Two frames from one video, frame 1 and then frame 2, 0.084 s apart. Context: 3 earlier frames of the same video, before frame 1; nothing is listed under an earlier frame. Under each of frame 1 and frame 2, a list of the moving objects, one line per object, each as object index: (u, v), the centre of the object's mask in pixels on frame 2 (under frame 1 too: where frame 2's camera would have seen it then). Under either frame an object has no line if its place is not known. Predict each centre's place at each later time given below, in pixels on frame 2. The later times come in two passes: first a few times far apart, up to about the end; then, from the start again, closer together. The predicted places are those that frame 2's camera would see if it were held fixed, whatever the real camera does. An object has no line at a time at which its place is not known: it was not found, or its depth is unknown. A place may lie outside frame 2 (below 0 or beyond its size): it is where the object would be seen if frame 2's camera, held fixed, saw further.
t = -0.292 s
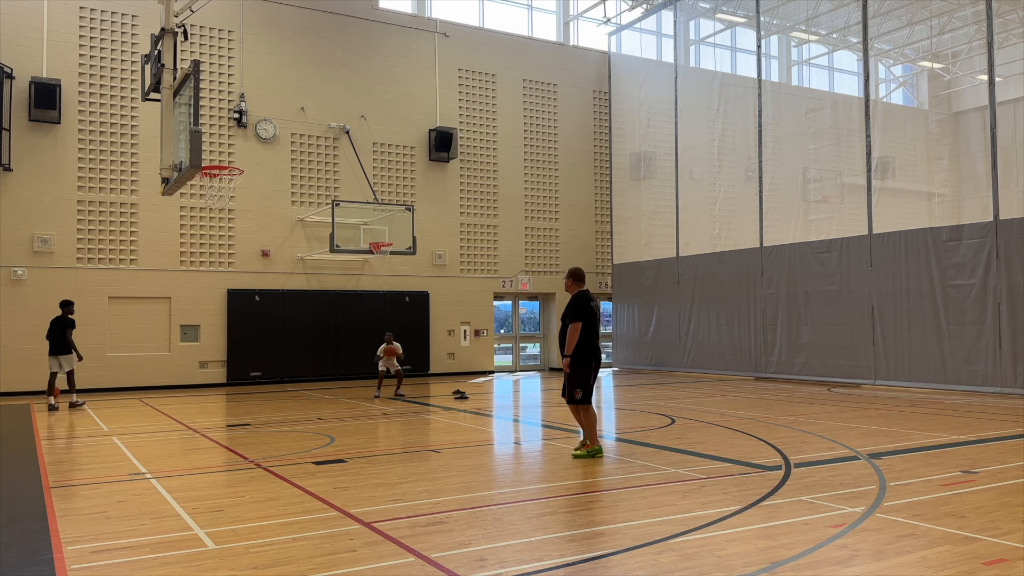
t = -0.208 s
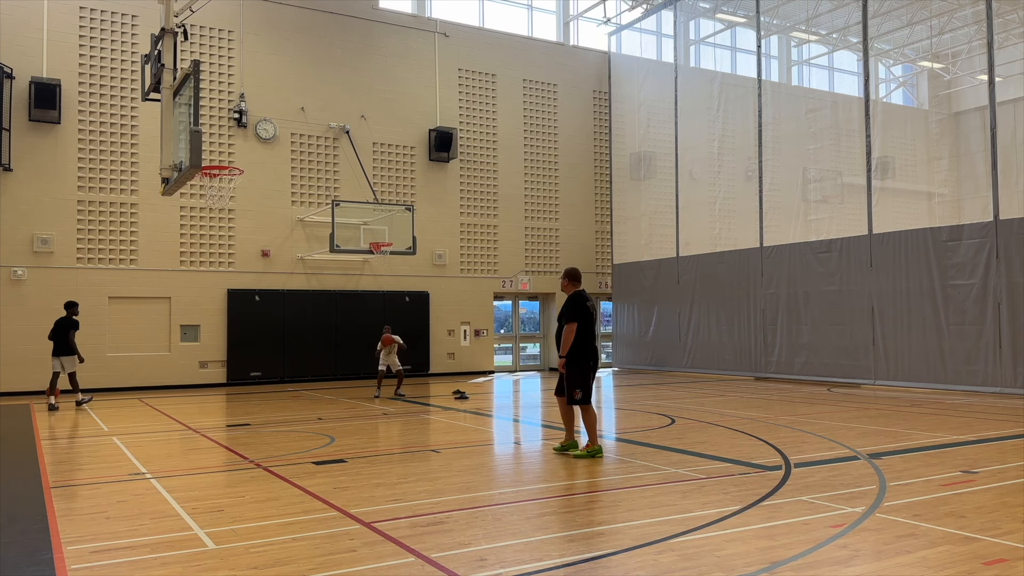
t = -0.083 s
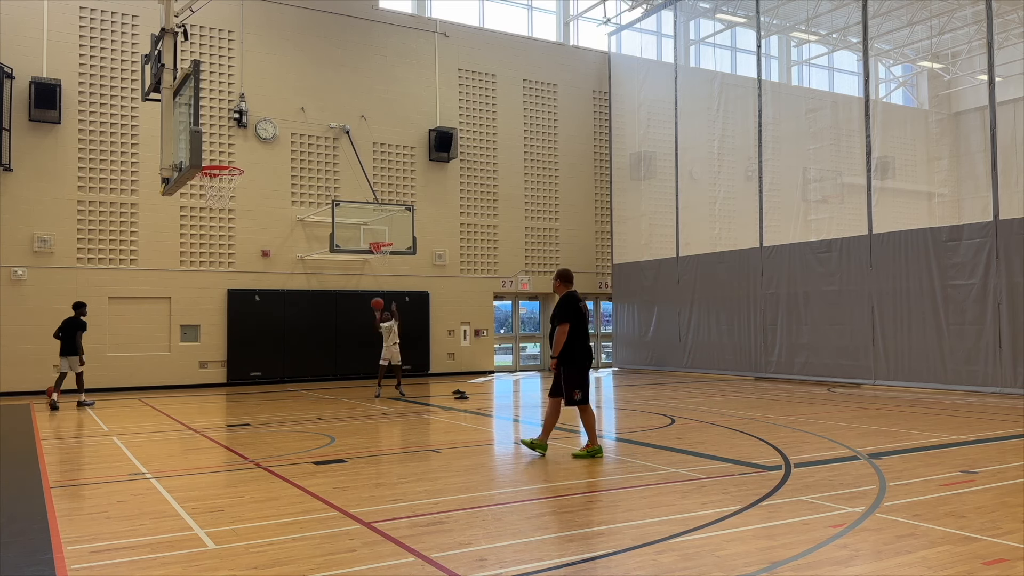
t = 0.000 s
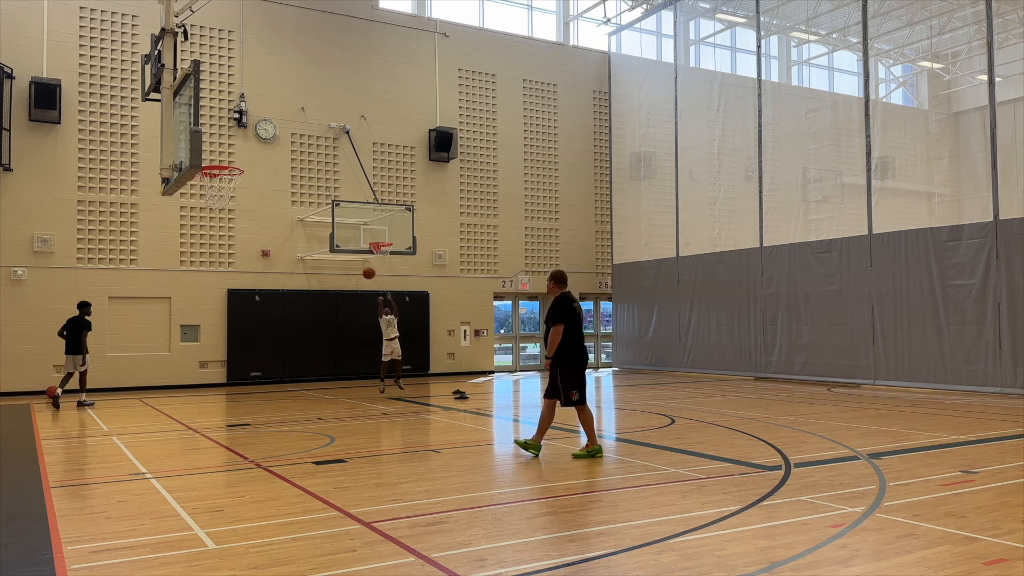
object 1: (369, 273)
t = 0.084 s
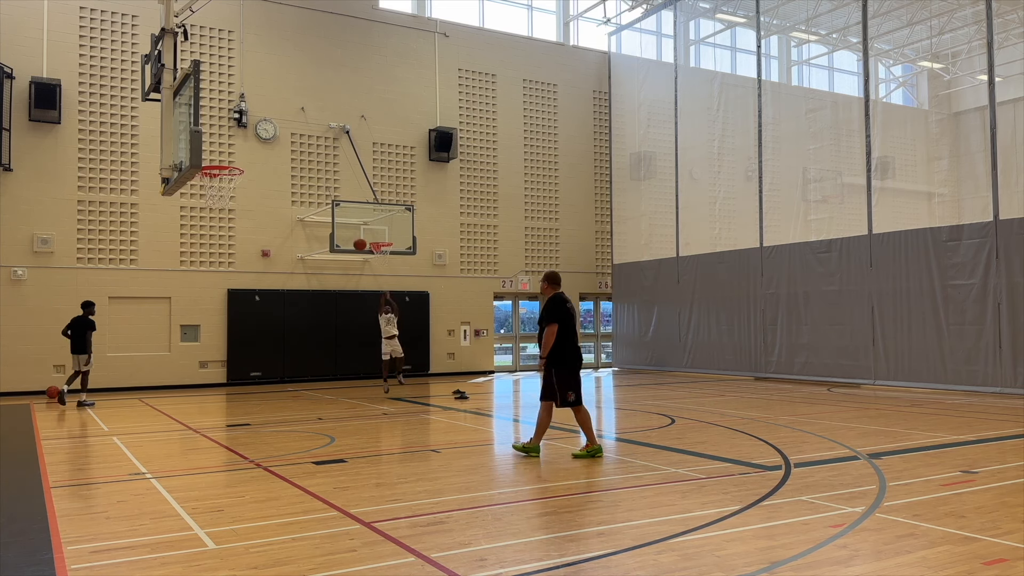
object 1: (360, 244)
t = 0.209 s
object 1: (346, 209)
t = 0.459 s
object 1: (313, 152)
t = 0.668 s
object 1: (280, 129)
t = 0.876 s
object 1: (244, 137)
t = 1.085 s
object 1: (226, 176)
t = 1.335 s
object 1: (223, 214)
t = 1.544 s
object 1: (233, 287)
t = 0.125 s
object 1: (356, 234)
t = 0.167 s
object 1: (350, 218)
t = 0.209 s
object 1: (346, 209)
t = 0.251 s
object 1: (340, 195)
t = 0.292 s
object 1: (336, 187)
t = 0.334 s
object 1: (329, 175)
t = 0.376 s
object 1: (325, 167)
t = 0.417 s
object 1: (318, 157)
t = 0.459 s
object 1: (313, 152)
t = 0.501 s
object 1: (306, 144)
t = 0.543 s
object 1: (301, 140)
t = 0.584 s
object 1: (293, 134)
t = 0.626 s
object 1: (288, 132)
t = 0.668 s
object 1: (280, 129)
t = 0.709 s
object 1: (274, 128)
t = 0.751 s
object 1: (265, 128)
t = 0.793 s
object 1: (259, 129)
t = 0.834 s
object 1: (250, 133)
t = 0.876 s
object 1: (244, 137)
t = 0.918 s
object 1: (234, 144)
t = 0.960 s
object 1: (227, 151)
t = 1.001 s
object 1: (216, 160)
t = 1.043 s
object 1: (220, 165)
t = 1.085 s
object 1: (226, 176)
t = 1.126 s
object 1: (222, 176)
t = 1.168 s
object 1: (213, 176)
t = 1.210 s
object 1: (215, 180)
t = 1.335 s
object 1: (223, 214)
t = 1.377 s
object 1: (225, 224)
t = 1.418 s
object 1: (227, 241)
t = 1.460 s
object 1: (229, 253)
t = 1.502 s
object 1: (232, 273)
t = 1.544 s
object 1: (233, 287)
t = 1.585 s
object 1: (236, 309)
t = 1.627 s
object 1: (238, 326)
